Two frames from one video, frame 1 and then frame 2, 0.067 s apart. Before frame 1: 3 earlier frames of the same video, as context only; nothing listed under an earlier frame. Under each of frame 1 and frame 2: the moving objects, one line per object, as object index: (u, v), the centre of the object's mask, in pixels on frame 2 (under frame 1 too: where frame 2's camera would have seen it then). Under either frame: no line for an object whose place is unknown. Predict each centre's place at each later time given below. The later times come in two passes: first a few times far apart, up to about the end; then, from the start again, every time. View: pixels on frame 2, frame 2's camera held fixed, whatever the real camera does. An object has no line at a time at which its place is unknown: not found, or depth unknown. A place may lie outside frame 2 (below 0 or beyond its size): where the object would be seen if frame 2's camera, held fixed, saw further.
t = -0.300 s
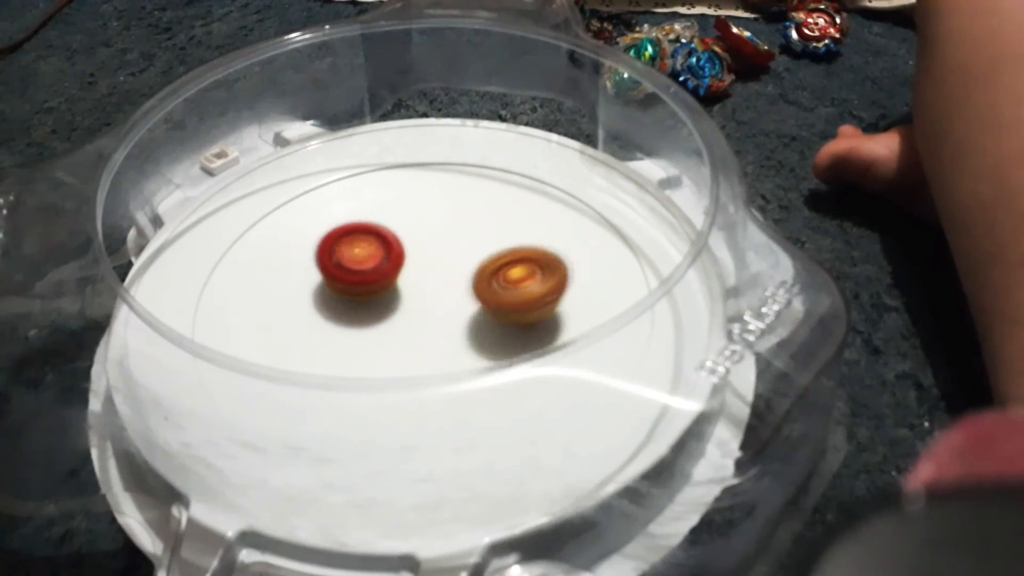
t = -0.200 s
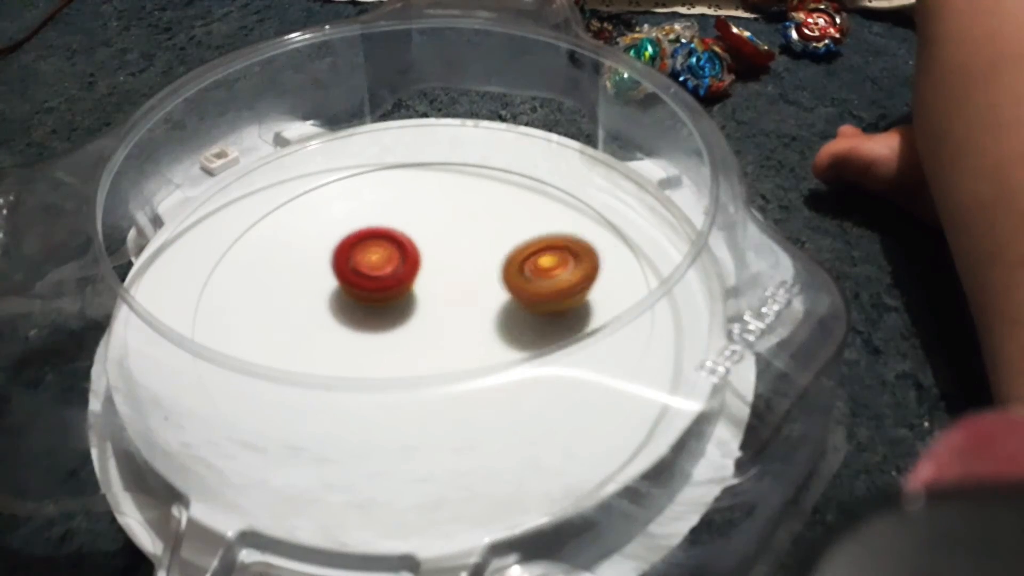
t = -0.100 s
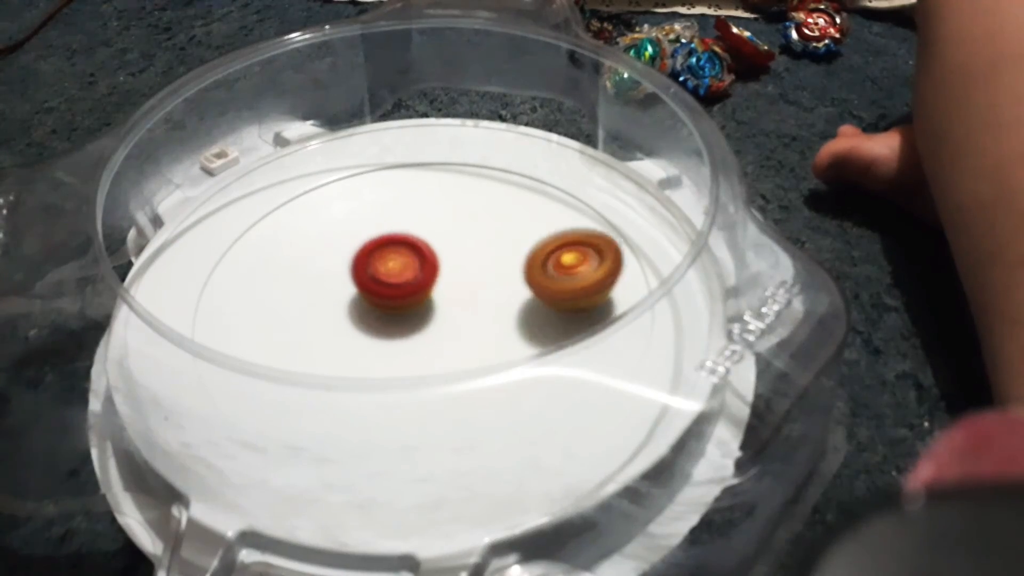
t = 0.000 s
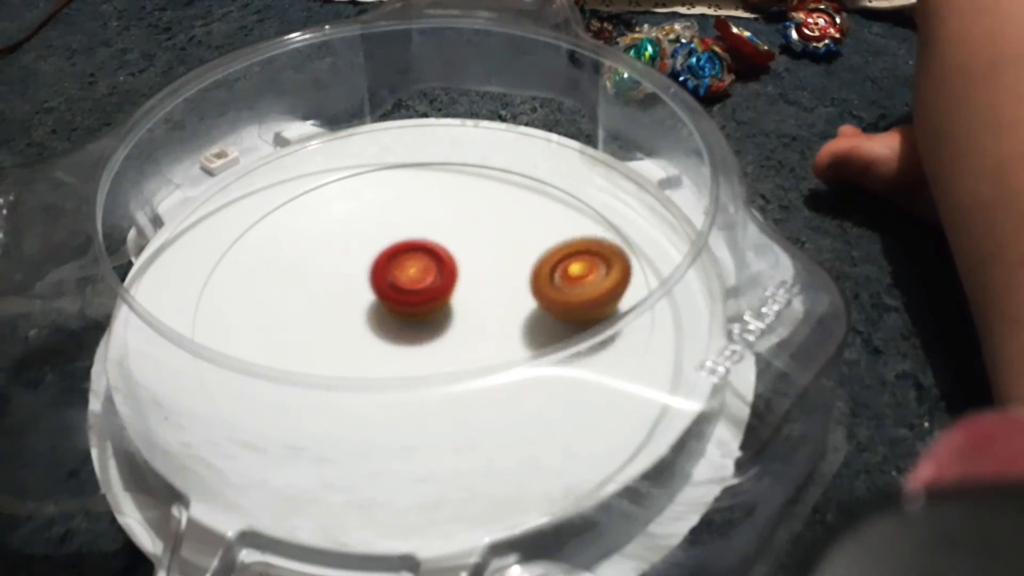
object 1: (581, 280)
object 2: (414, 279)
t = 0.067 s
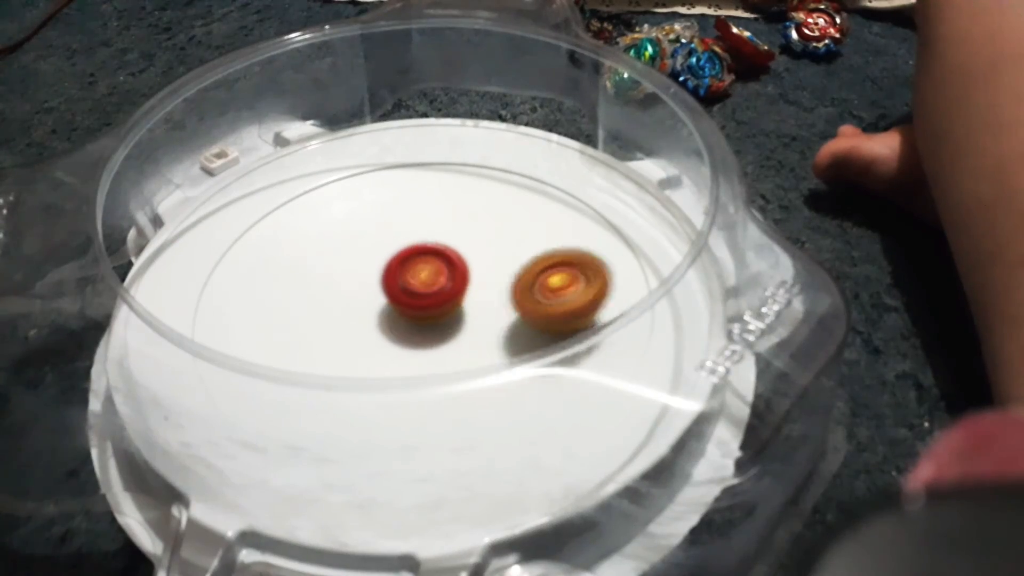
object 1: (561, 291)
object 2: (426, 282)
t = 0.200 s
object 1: (531, 298)
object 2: (409, 279)
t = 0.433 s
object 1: (496, 275)
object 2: (376, 290)
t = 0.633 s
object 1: (500, 244)
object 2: (367, 308)
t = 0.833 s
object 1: (485, 253)
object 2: (372, 321)
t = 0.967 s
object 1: (447, 254)
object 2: (376, 329)
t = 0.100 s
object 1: (545, 294)
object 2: (431, 284)
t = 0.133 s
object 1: (530, 295)
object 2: (433, 284)
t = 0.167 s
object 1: (531, 297)
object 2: (420, 281)
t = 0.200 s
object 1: (531, 298)
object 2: (409, 279)
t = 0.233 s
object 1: (529, 298)
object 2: (403, 278)
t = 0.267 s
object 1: (523, 297)
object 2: (400, 280)
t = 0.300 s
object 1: (517, 297)
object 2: (399, 281)
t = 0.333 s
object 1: (507, 295)
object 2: (399, 283)
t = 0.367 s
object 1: (498, 292)
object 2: (399, 285)
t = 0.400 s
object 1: (497, 281)
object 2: (382, 288)
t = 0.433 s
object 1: (496, 275)
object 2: (376, 290)
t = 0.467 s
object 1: (495, 268)
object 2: (373, 293)
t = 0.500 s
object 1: (494, 262)
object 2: (370, 295)
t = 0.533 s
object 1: (495, 257)
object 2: (369, 299)
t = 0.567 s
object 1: (497, 251)
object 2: (368, 302)
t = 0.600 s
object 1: (498, 247)
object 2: (367, 305)
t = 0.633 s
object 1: (500, 244)
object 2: (367, 308)
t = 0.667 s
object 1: (501, 242)
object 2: (367, 311)
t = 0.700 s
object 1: (502, 242)
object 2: (367, 313)
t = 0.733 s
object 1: (500, 243)
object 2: (368, 315)
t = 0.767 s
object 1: (498, 246)
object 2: (369, 318)
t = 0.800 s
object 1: (492, 249)
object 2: (370, 319)
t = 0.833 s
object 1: (485, 253)
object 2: (372, 321)
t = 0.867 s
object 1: (475, 256)
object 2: (375, 321)
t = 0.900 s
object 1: (464, 258)
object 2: (378, 322)
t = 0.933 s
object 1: (453, 259)
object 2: (382, 322)
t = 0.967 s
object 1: (447, 254)
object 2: (376, 329)
